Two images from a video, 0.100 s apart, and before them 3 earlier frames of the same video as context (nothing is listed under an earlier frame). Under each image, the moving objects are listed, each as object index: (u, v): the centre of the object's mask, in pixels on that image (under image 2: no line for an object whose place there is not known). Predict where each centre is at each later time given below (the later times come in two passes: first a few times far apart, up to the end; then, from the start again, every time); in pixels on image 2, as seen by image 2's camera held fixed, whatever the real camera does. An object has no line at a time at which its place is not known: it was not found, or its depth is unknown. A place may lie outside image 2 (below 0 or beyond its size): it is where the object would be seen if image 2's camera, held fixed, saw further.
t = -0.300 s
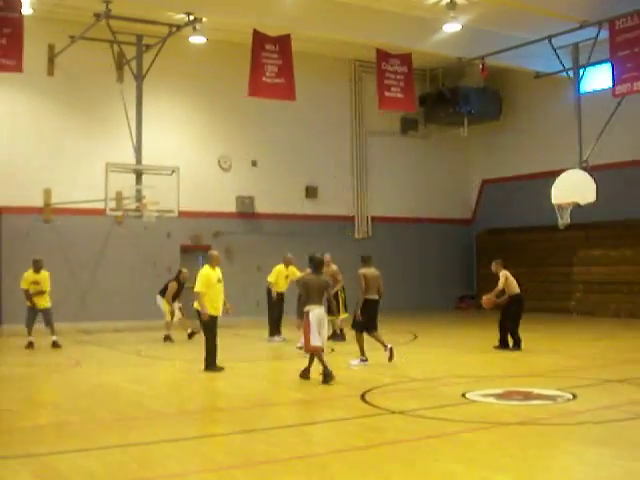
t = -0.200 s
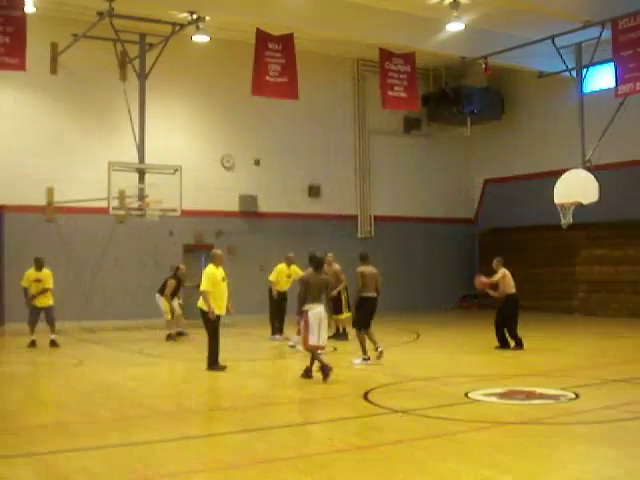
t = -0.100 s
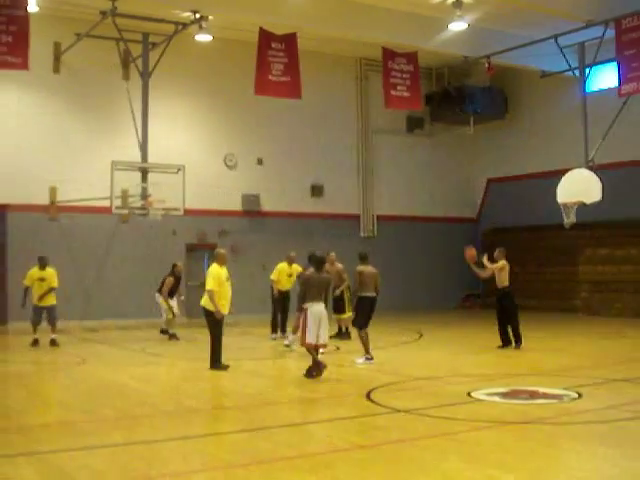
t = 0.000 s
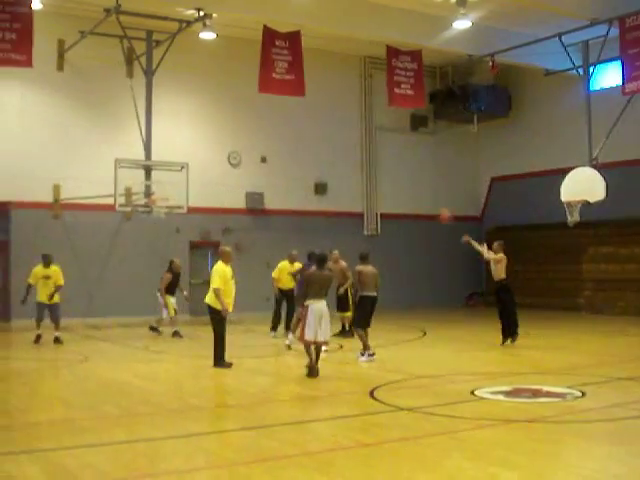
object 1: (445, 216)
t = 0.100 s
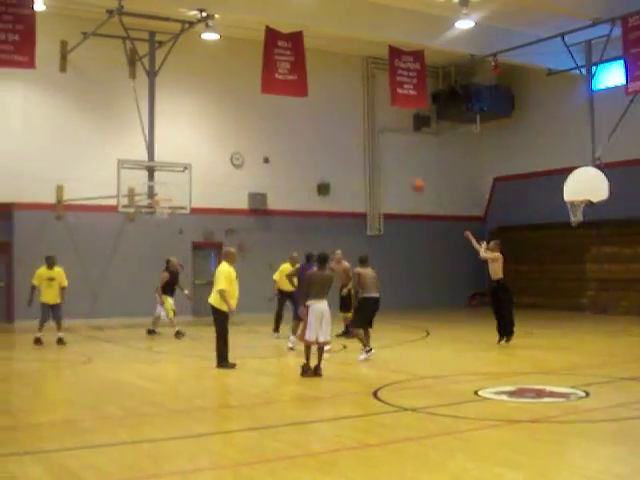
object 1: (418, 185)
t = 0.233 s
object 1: (381, 154)
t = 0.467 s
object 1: (320, 122)
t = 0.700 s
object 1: (266, 117)
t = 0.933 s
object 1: (215, 137)
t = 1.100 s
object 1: (182, 165)
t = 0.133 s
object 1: (408, 176)
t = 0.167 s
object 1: (399, 168)
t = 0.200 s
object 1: (390, 161)
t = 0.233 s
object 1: (381, 154)
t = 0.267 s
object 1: (371, 148)
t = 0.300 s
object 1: (362, 142)
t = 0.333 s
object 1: (354, 137)
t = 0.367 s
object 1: (346, 133)
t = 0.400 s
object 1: (337, 129)
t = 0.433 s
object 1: (328, 125)
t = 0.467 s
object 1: (320, 122)
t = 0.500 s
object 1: (313, 120)
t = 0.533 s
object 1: (305, 118)
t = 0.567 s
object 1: (297, 117)
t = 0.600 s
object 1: (289, 116)
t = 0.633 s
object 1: (281, 116)
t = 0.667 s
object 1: (273, 117)
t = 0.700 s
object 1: (266, 117)
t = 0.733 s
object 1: (258, 119)
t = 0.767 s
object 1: (251, 121)
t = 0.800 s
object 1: (243, 123)
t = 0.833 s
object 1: (236, 126)
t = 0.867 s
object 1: (229, 130)
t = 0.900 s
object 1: (222, 133)
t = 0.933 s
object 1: (215, 137)
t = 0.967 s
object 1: (208, 142)
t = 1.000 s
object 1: (201, 146)
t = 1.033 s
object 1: (194, 152)
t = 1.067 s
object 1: (187, 158)
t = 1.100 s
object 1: (182, 165)
